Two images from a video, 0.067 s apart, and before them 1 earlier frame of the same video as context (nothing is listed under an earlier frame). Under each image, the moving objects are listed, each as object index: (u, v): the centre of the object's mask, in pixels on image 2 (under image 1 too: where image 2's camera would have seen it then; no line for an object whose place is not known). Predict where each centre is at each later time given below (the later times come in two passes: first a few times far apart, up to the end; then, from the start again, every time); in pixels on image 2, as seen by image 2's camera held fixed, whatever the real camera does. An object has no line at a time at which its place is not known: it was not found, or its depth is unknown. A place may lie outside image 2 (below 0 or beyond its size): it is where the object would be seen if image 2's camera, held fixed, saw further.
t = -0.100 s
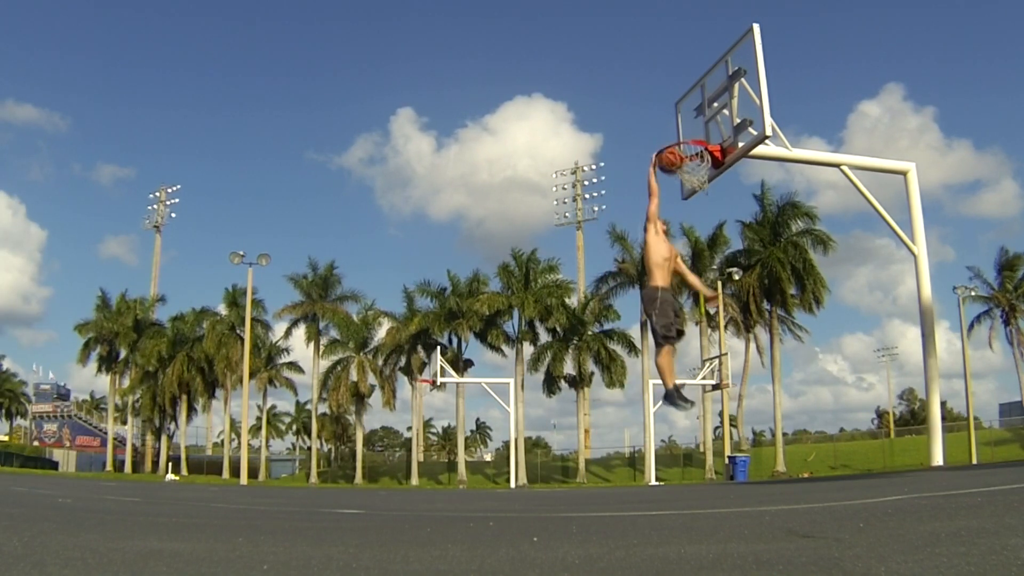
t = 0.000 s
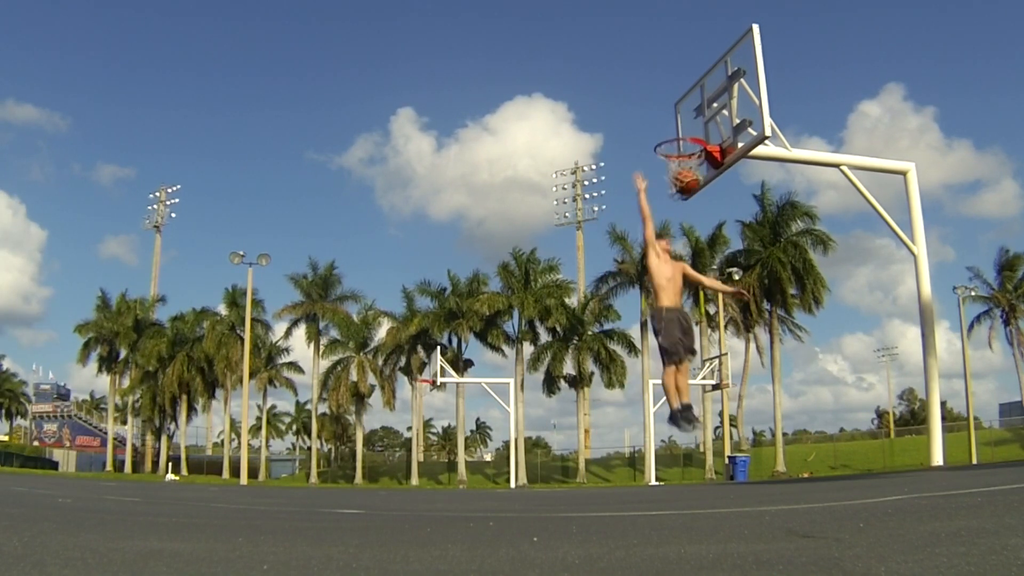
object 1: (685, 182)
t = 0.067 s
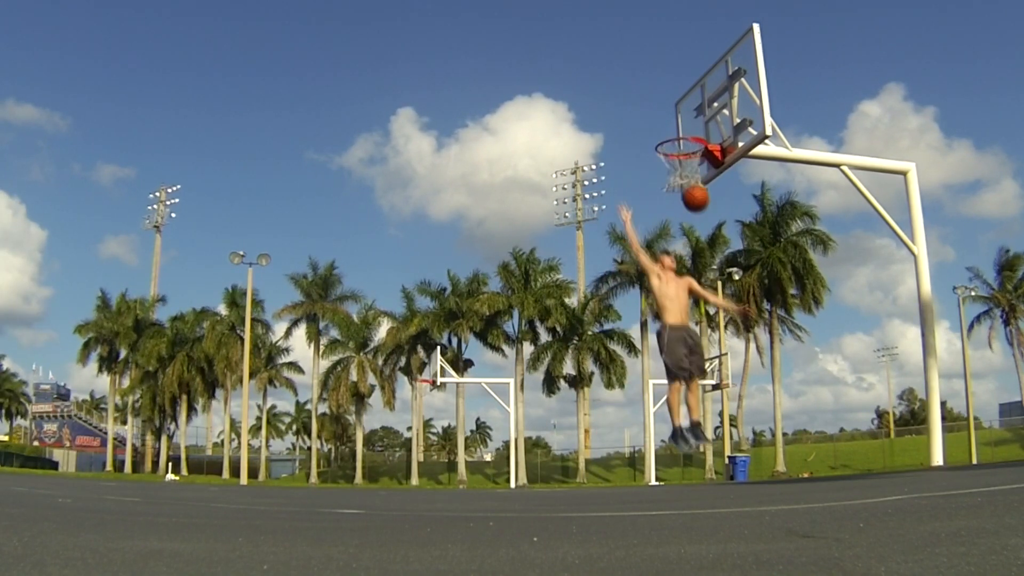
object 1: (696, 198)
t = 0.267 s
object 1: (727, 277)
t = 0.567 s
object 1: (773, 461)
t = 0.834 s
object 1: (819, 316)
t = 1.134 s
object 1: (874, 247)
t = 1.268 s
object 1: (902, 247)
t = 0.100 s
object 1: (701, 208)
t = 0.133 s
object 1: (705, 219)
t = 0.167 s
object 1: (711, 232)
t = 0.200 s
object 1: (716, 245)
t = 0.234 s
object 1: (721, 260)
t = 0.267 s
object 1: (727, 277)
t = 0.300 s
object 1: (732, 294)
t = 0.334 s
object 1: (737, 313)
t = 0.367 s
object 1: (742, 333)
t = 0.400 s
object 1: (747, 354)
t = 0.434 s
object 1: (752, 376)
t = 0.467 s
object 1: (758, 401)
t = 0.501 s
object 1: (762, 425)
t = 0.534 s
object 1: (767, 452)
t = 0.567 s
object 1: (773, 461)
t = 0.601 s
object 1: (780, 438)
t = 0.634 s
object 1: (786, 416)
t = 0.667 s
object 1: (791, 397)
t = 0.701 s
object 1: (797, 378)
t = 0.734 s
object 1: (803, 361)
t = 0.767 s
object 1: (807, 345)
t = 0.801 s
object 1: (813, 330)
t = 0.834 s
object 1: (819, 316)
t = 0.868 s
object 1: (825, 304)
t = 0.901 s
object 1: (831, 293)
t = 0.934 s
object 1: (837, 283)
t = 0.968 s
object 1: (843, 274)
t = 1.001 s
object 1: (849, 266)
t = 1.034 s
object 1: (855, 260)
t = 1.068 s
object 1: (861, 254)
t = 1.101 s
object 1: (868, 250)
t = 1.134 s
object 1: (874, 247)
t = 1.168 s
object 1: (881, 245)
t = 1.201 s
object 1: (888, 245)
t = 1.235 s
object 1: (895, 245)
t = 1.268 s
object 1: (902, 247)
